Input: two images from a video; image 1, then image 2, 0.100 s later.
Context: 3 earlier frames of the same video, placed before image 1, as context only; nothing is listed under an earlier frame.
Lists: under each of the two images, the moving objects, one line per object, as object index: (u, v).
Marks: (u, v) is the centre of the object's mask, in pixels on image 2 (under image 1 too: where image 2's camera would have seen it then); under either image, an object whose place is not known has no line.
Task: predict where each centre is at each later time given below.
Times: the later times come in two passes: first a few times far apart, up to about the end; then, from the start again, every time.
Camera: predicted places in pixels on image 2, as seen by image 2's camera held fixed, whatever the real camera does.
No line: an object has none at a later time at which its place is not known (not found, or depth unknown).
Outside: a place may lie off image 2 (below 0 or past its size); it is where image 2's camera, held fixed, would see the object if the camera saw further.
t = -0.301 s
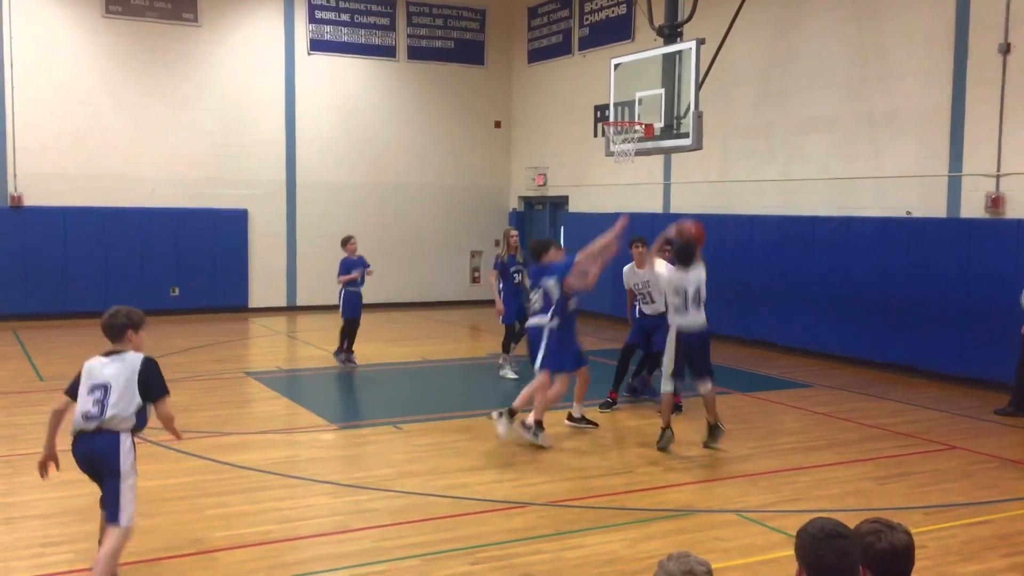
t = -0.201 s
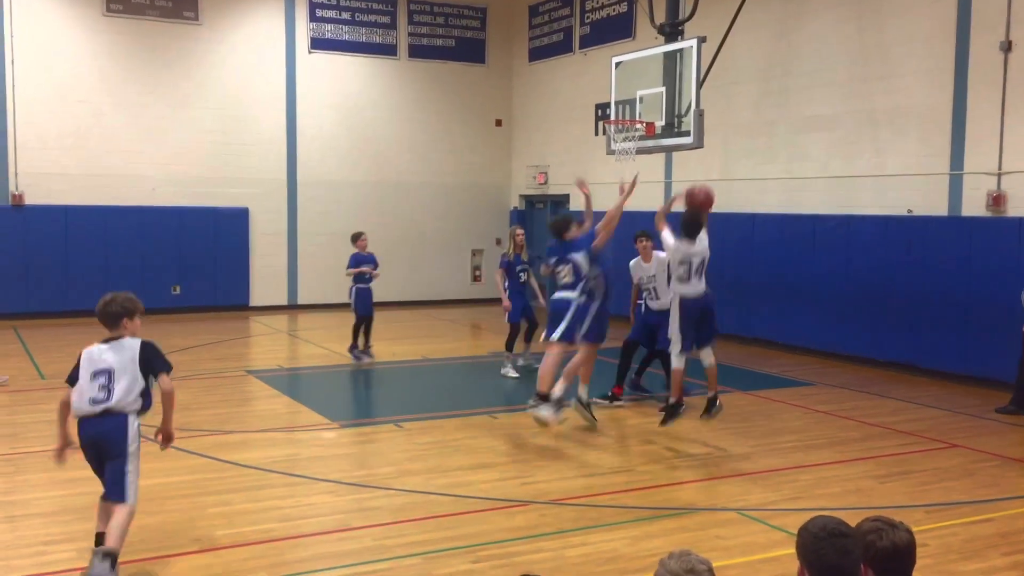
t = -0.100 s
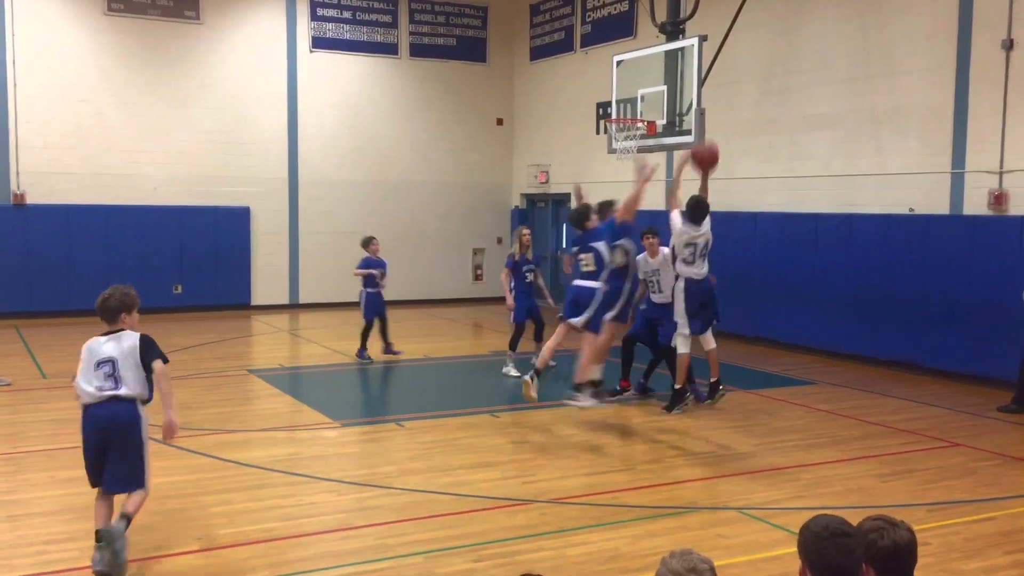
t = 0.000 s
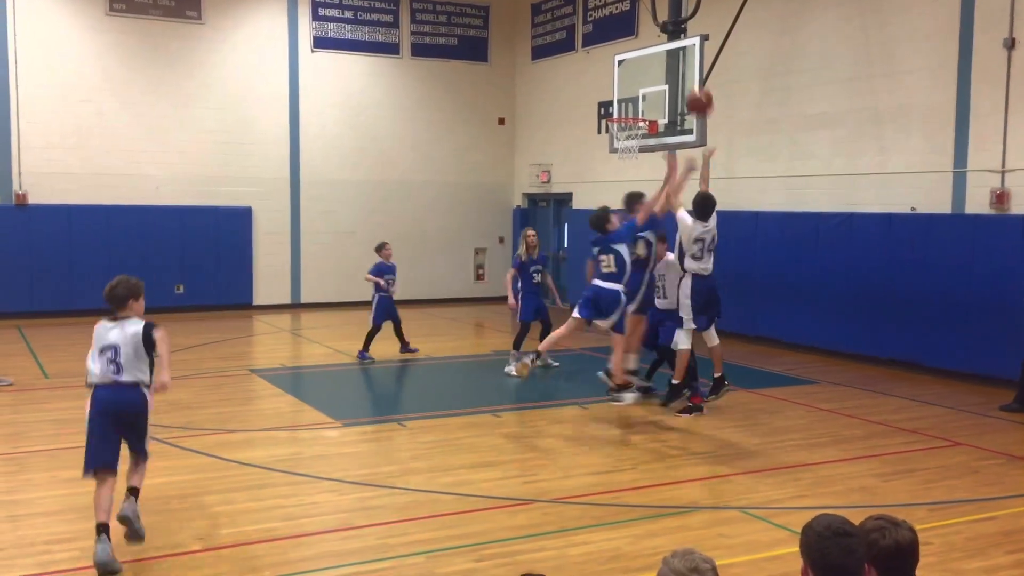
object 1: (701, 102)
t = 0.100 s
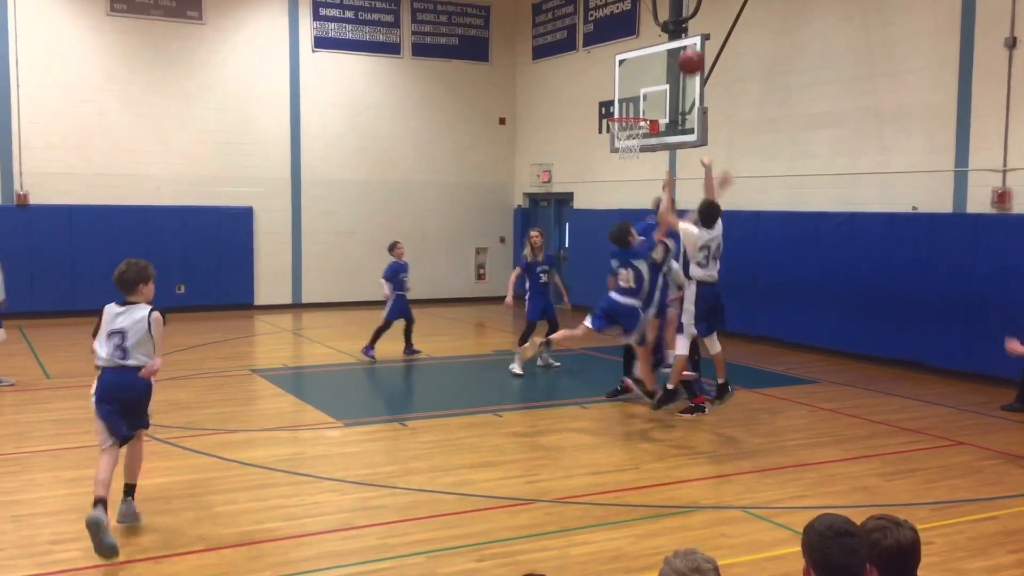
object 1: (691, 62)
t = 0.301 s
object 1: (675, 24)
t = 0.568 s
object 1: (657, 37)
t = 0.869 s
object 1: (636, 113)
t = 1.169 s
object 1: (600, 101)
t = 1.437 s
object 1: (573, 142)
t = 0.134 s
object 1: (688, 52)
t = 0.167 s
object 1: (685, 43)
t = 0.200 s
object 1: (682, 36)
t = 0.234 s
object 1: (680, 30)
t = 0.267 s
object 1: (677, 26)
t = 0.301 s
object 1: (675, 24)
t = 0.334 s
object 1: (673, 22)
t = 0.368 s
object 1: (671, 21)
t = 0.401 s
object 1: (668, 22)
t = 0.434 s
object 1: (666, 23)
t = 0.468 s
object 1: (663, 25)
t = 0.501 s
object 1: (661, 28)
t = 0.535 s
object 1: (659, 33)
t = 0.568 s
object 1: (657, 37)
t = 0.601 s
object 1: (655, 43)
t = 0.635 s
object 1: (653, 51)
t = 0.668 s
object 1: (651, 58)
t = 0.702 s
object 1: (648, 67)
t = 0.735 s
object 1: (646, 76)
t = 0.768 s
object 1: (645, 86)
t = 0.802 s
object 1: (643, 96)
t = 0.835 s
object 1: (640, 108)
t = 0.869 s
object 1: (636, 113)
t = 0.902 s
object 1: (628, 114)
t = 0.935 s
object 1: (622, 112)
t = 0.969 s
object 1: (618, 109)
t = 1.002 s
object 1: (615, 106)
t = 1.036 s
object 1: (613, 103)
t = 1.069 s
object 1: (609, 101)
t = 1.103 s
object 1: (606, 100)
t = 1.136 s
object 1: (604, 100)
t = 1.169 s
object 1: (600, 101)
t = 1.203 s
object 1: (597, 103)
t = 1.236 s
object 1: (593, 105)
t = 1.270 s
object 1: (590, 109)
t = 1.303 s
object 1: (586, 113)
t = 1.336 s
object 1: (583, 119)
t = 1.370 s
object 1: (580, 125)
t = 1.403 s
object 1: (576, 133)
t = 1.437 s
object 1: (573, 142)
